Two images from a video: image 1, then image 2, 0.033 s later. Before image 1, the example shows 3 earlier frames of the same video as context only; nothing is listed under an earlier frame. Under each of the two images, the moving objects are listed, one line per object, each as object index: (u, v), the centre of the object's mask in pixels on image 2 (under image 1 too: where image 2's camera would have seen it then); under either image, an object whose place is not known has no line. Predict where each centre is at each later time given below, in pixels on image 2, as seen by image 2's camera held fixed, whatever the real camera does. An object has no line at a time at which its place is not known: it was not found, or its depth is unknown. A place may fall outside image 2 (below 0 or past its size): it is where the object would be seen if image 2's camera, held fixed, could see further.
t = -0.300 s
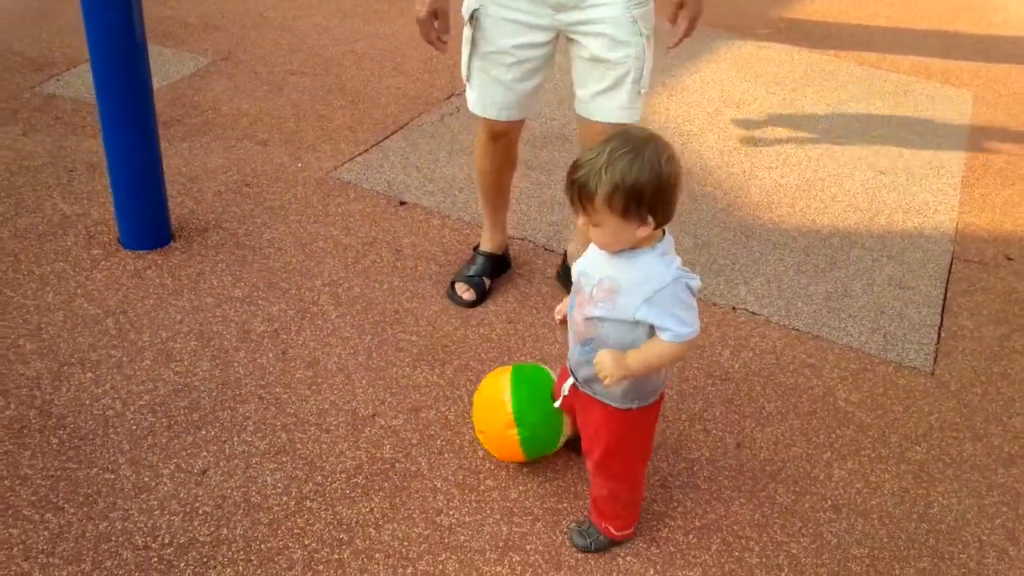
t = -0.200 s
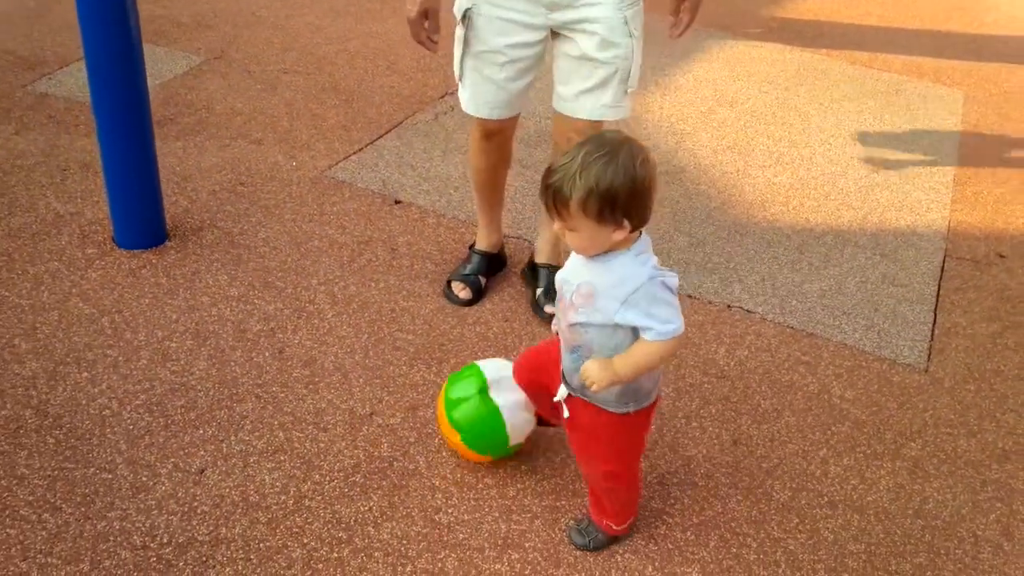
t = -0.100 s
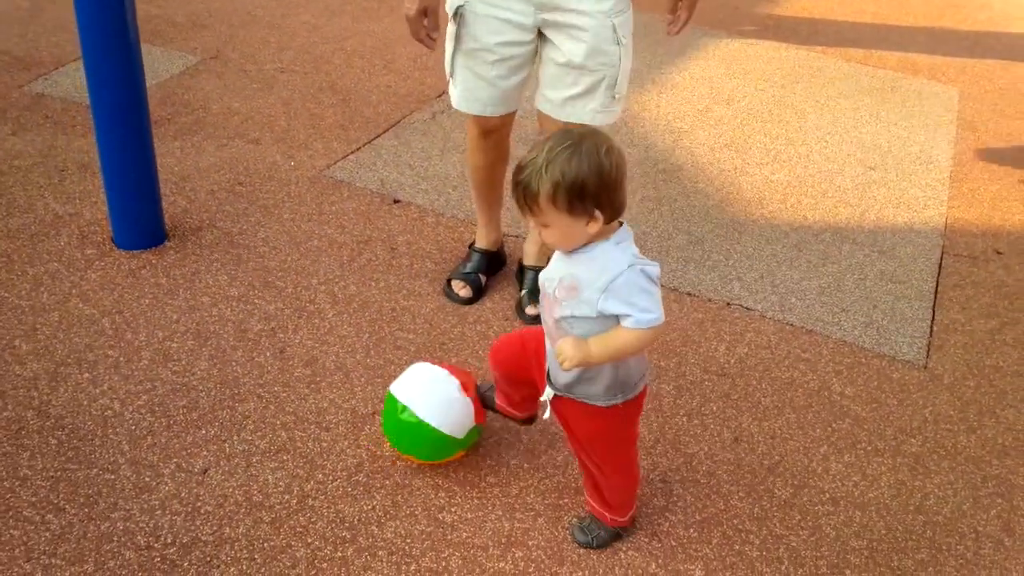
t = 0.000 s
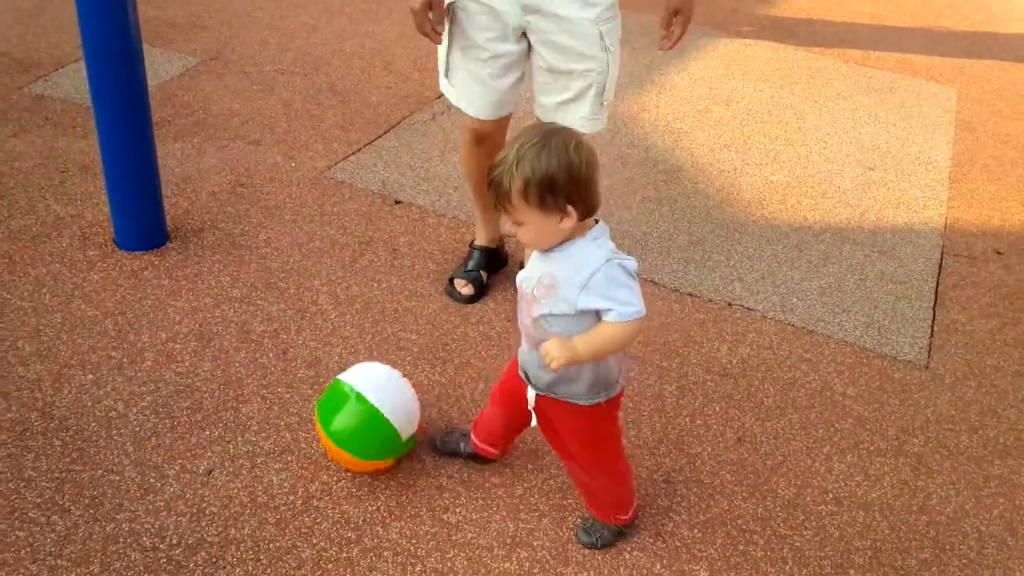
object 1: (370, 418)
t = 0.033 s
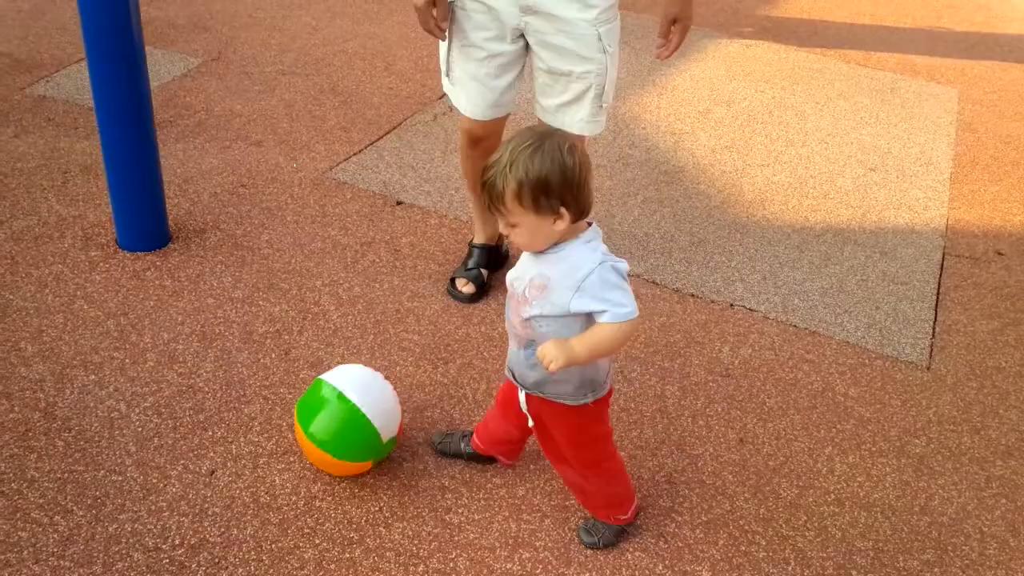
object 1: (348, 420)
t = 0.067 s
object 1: (325, 424)
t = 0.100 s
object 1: (305, 428)
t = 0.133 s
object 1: (286, 430)
